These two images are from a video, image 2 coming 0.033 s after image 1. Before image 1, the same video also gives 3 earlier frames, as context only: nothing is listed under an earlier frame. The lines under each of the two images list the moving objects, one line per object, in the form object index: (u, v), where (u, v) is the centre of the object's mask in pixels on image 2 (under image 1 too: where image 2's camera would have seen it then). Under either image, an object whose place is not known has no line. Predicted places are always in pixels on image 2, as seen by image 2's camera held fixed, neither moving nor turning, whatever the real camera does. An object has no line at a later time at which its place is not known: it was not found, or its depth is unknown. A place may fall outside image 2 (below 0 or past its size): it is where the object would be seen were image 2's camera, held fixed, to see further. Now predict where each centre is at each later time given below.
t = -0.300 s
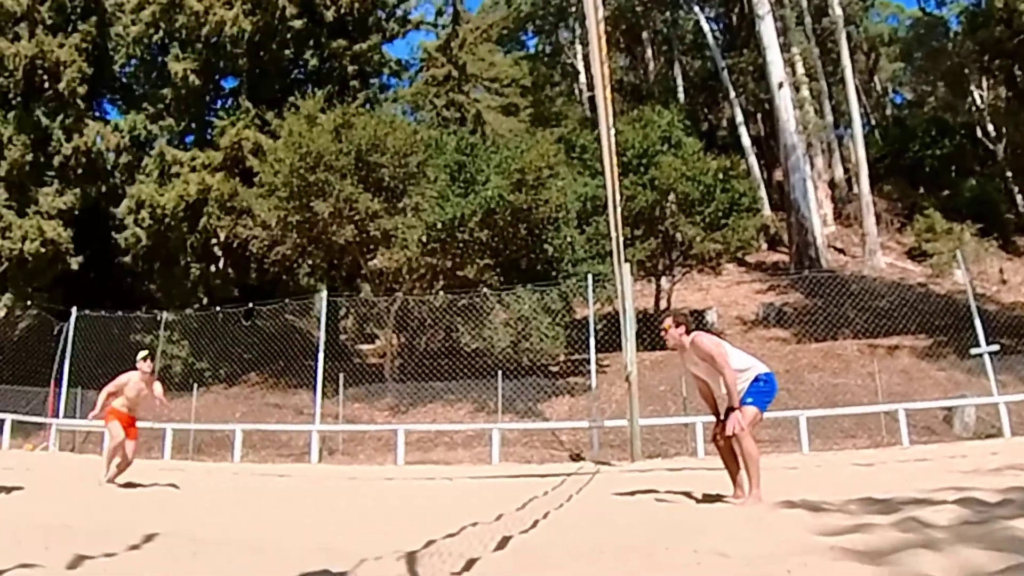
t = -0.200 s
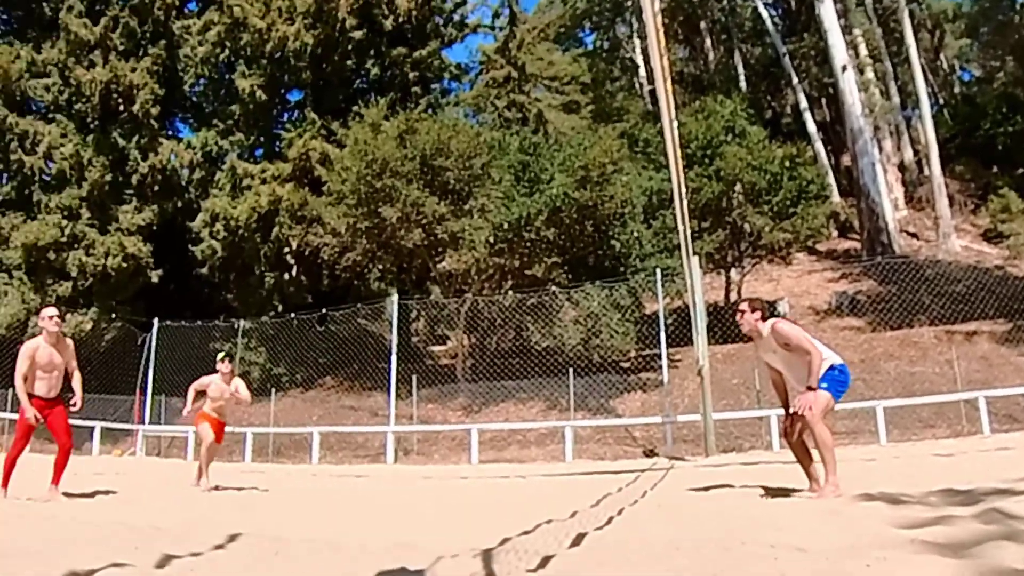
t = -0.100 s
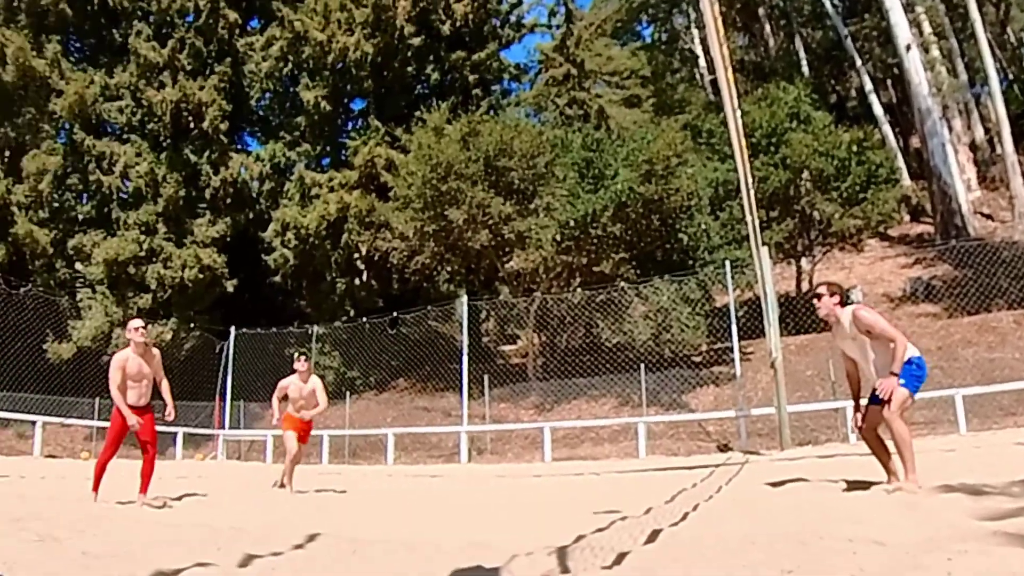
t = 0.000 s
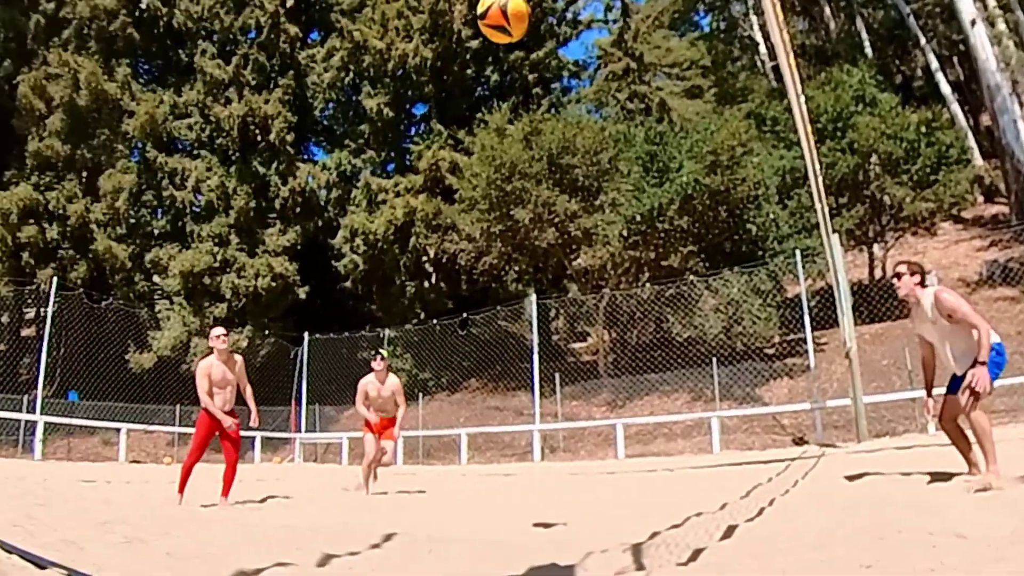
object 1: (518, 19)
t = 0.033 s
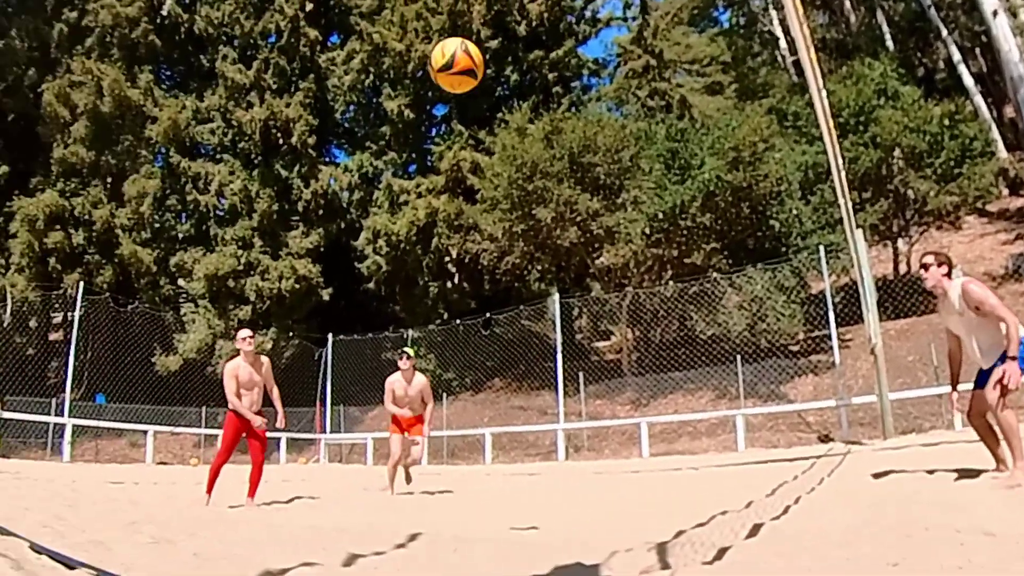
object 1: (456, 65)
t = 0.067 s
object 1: (394, 120)
